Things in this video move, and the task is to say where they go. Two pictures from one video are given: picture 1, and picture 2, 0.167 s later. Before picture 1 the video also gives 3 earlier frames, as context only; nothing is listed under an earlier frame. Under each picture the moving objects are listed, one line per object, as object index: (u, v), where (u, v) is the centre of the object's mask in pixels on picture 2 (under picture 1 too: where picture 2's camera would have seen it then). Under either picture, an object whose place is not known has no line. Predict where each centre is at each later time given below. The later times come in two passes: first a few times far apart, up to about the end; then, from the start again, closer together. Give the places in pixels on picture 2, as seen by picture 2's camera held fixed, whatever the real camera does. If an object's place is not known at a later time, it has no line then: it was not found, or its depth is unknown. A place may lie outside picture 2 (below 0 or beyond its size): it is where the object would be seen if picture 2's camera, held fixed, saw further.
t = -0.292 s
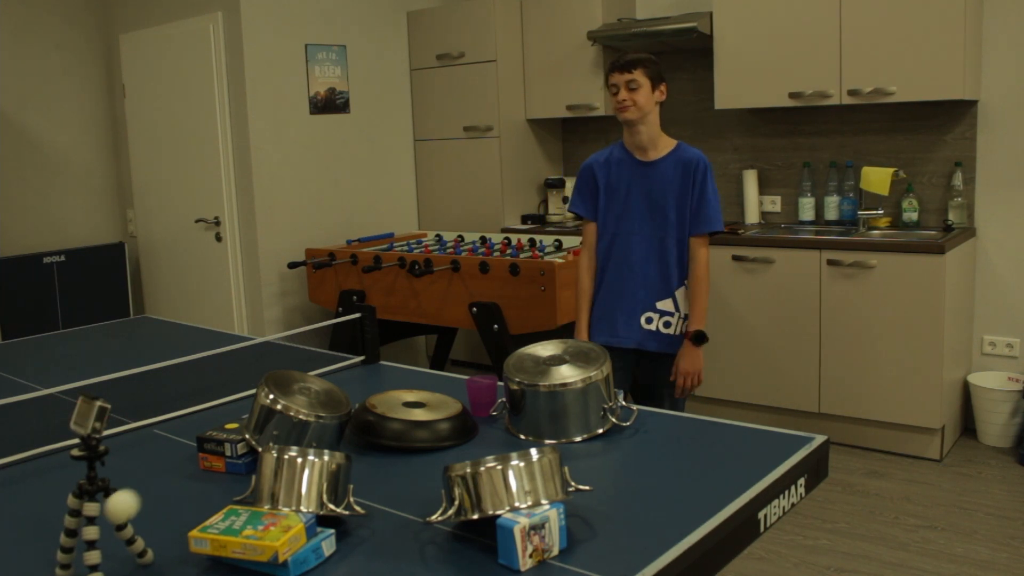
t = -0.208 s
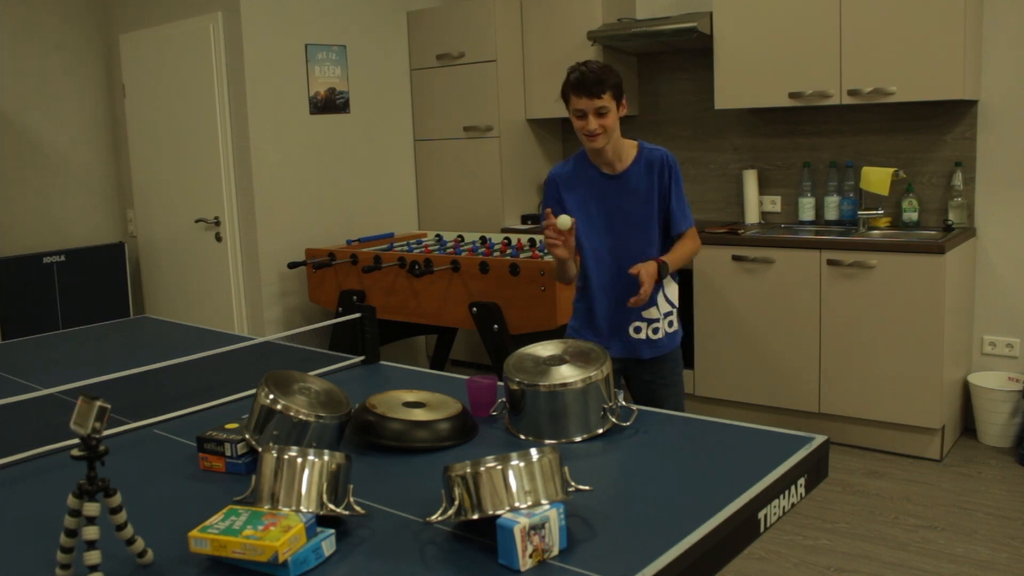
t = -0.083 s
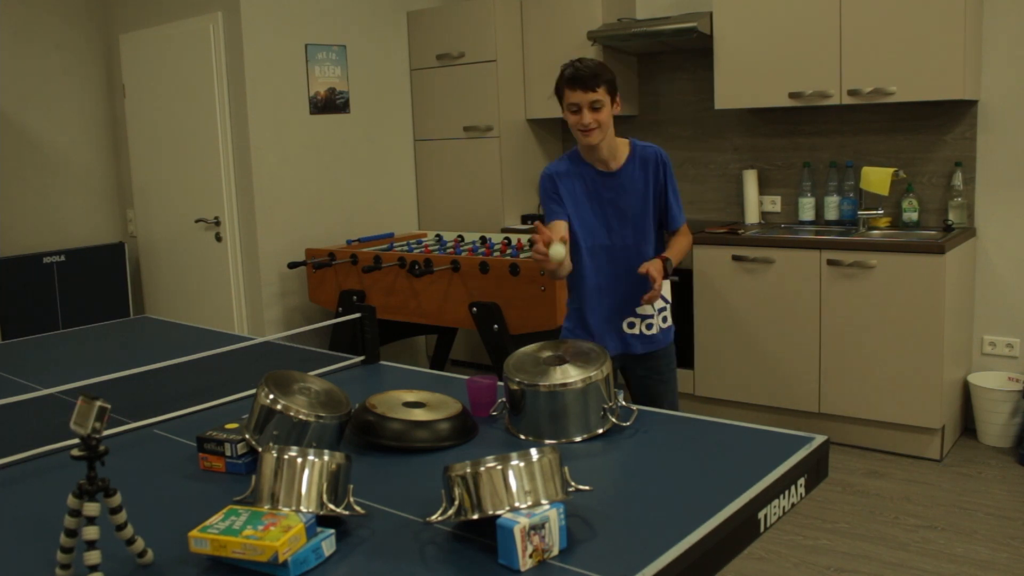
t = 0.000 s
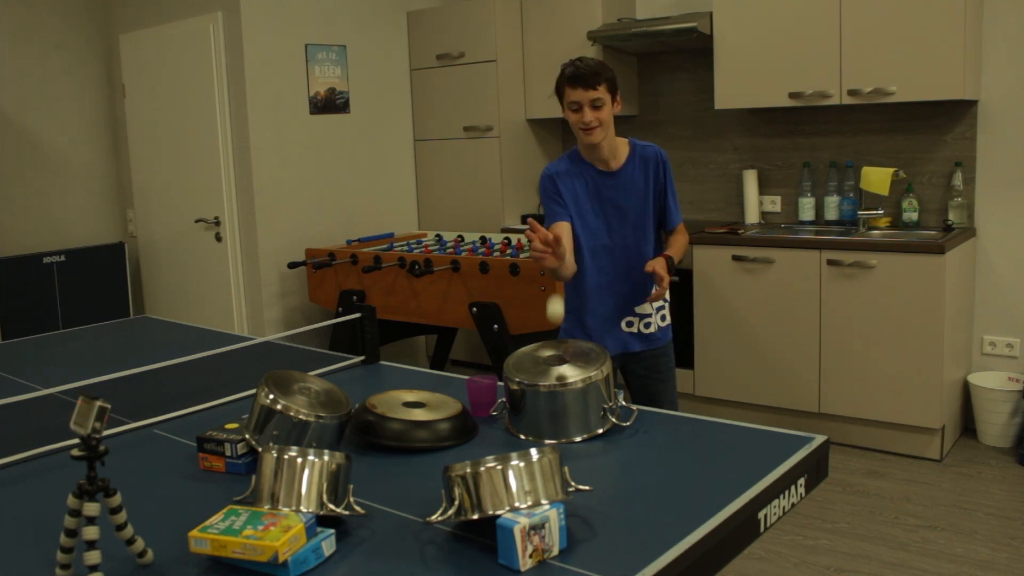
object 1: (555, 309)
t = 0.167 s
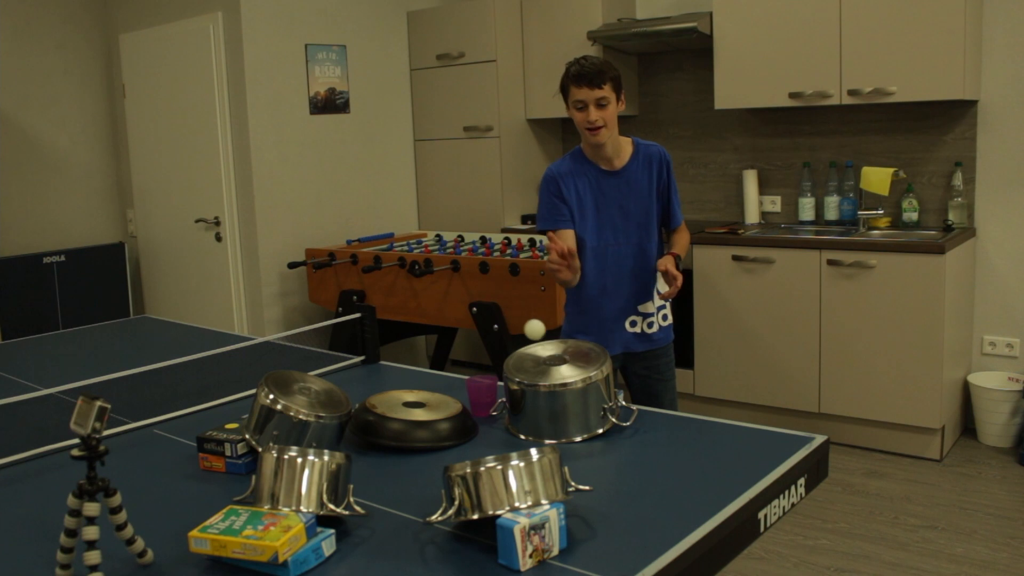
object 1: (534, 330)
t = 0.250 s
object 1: (519, 336)
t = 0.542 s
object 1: (433, 357)
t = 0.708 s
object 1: (371, 380)
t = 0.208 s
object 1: (527, 328)
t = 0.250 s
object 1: (519, 336)
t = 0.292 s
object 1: (511, 352)
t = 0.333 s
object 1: (504, 378)
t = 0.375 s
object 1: (496, 416)
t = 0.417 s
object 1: (485, 432)
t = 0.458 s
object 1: (467, 399)
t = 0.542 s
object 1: (433, 357)
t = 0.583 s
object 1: (417, 349)
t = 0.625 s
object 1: (401, 350)
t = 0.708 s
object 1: (371, 380)
